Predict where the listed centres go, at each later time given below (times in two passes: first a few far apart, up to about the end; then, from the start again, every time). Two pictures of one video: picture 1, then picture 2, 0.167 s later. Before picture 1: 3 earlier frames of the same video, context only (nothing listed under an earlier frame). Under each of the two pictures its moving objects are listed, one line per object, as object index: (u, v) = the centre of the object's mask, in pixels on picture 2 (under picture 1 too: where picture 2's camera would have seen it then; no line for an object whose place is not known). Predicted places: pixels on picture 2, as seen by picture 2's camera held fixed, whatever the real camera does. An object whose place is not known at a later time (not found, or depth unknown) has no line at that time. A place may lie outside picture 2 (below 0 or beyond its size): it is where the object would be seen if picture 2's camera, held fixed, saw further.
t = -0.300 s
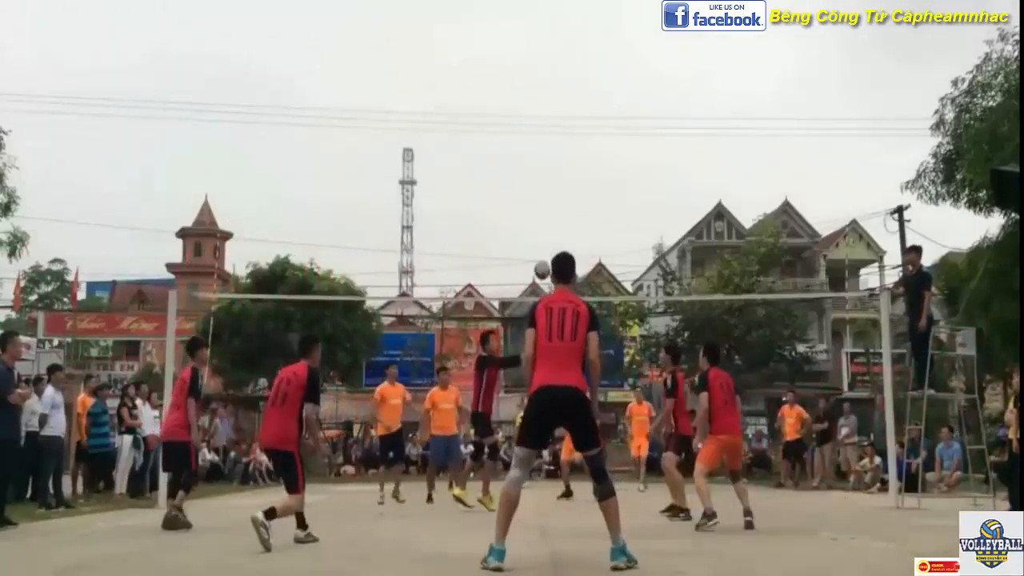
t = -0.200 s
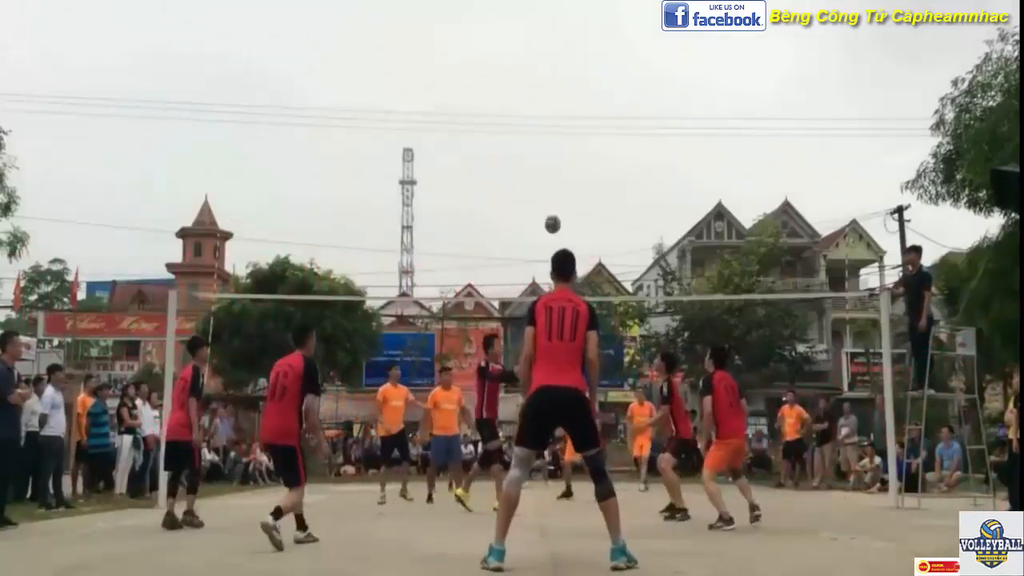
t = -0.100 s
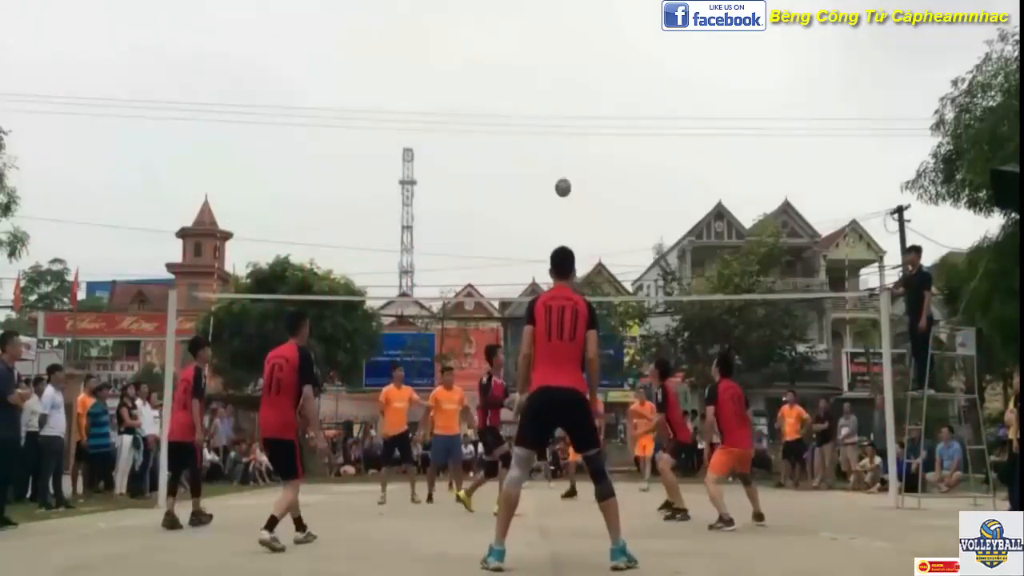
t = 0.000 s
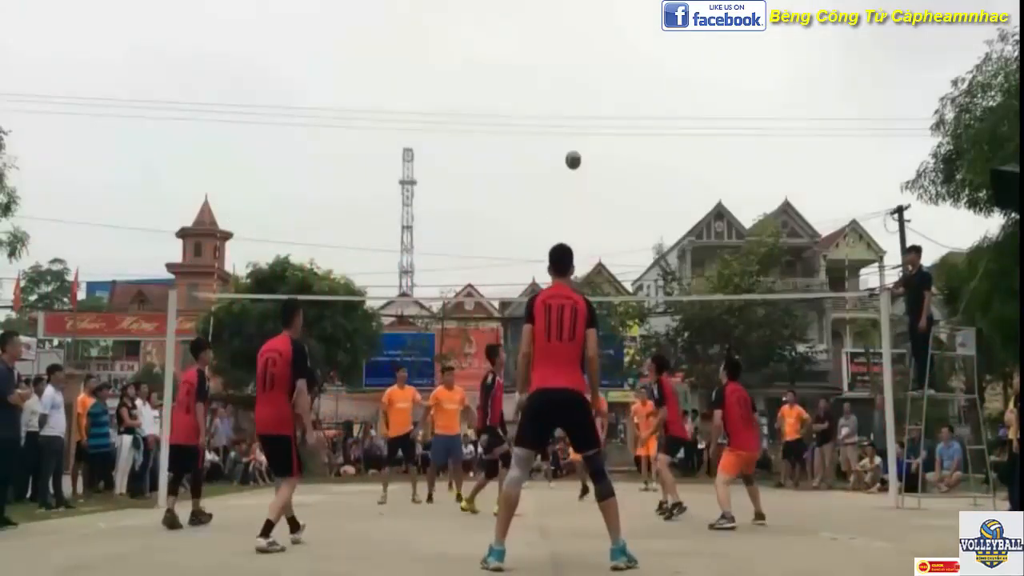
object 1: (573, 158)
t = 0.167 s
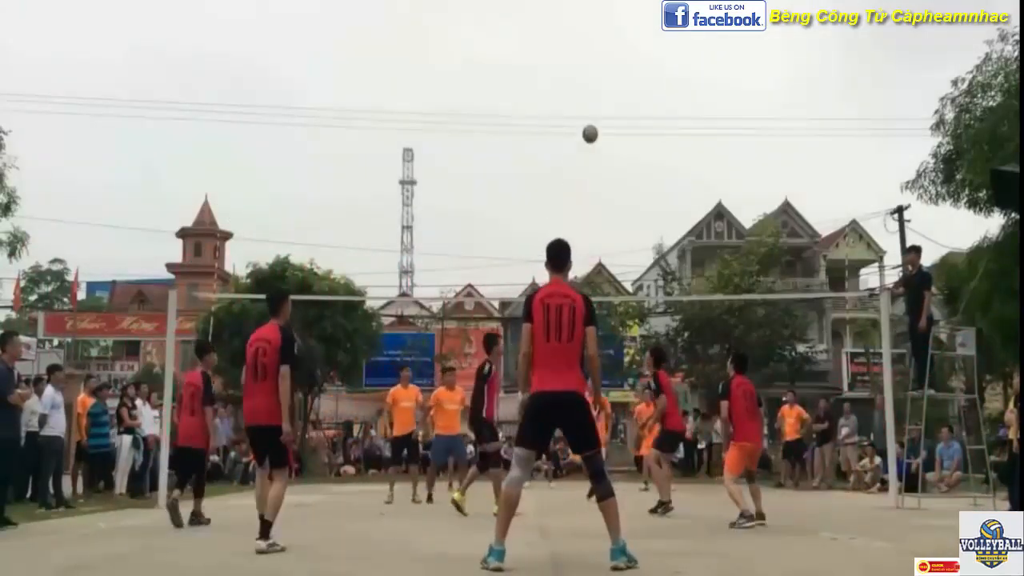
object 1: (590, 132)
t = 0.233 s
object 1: (596, 129)
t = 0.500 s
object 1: (622, 151)
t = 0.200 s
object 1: (593, 129)
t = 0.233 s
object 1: (596, 129)
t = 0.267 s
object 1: (600, 128)
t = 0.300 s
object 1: (603, 129)
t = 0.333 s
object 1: (606, 130)
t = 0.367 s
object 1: (610, 133)
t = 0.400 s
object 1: (613, 136)
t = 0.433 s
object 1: (616, 140)
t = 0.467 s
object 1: (619, 146)
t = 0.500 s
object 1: (622, 151)
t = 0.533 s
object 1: (626, 158)
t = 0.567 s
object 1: (629, 166)
